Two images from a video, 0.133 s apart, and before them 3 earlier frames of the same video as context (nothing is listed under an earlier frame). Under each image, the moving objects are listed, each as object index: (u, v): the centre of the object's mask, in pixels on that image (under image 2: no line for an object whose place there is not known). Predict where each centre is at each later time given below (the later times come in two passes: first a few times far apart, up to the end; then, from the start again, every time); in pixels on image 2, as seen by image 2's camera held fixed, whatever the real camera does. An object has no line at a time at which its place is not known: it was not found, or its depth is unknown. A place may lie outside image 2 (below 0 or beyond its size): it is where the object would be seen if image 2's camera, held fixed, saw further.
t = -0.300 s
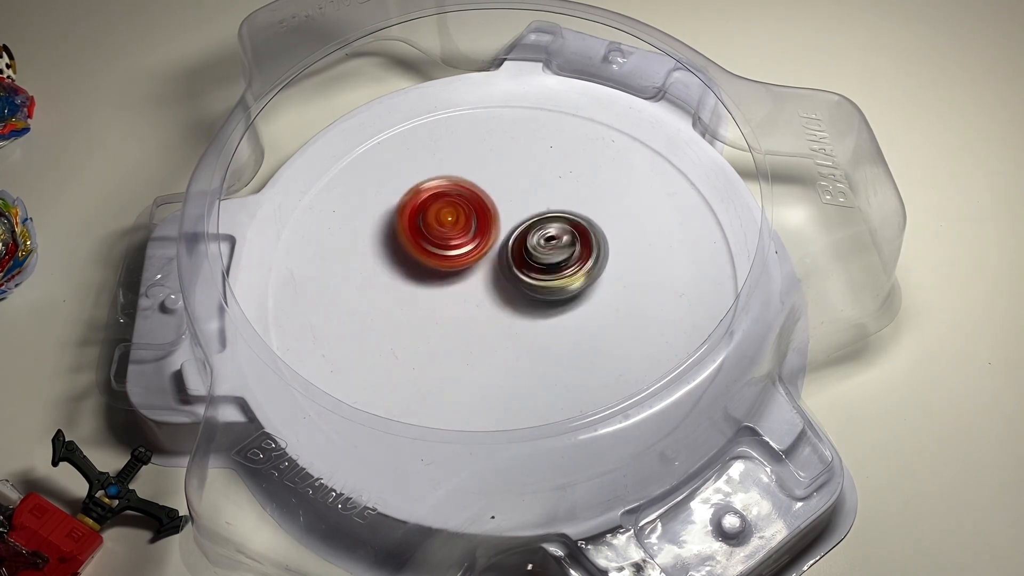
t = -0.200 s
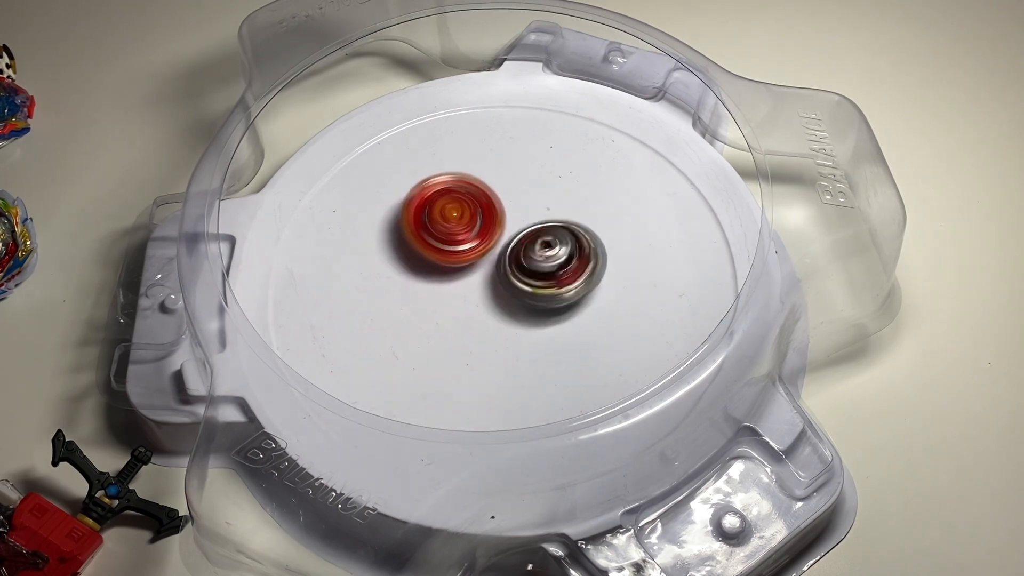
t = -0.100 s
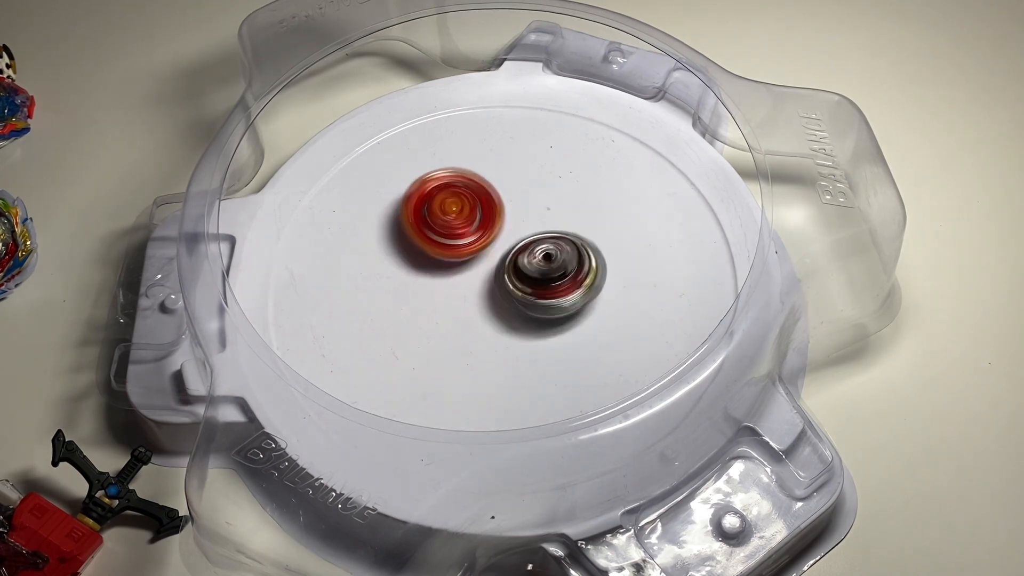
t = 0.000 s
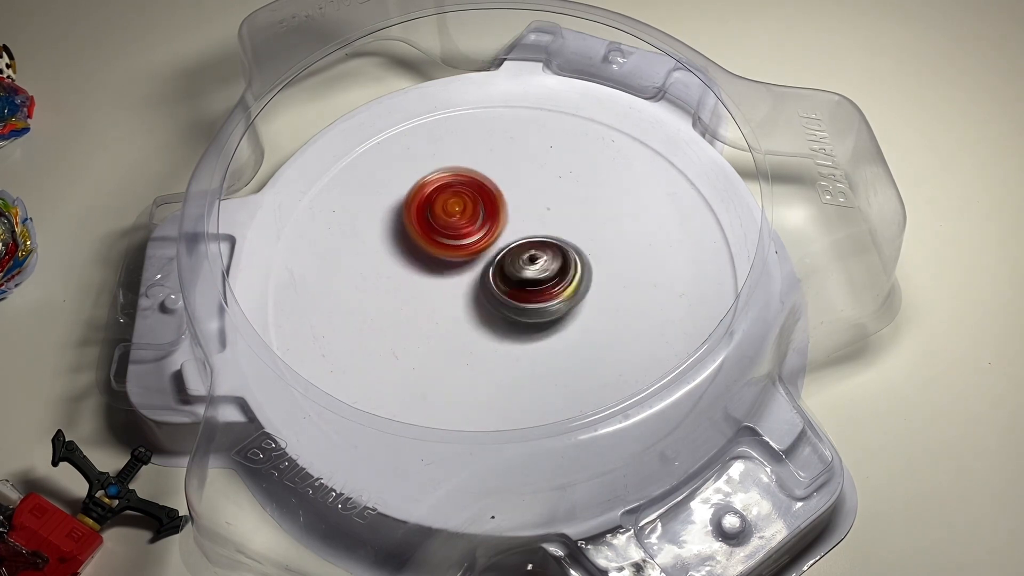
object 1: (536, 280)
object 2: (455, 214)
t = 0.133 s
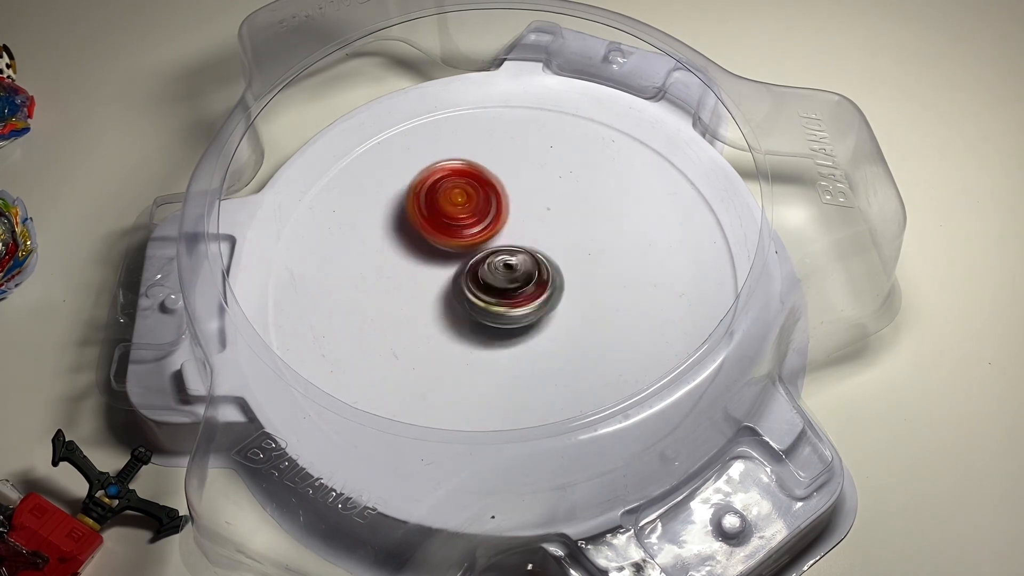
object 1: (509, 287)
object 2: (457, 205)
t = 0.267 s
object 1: (474, 288)
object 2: (458, 198)
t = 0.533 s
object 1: (434, 284)
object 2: (480, 184)
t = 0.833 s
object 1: (424, 277)
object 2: (530, 206)
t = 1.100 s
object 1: (458, 274)
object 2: (573, 247)
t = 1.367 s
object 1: (490, 276)
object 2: (607, 300)
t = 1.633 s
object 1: (506, 274)
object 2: (593, 347)
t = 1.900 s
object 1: (503, 269)
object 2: (526, 375)
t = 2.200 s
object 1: (492, 264)
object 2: (457, 358)
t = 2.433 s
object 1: (506, 247)
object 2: (427, 322)
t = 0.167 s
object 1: (498, 287)
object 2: (457, 205)
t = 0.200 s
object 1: (491, 287)
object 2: (458, 201)
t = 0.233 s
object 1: (482, 288)
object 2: (458, 199)
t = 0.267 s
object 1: (474, 288)
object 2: (458, 198)
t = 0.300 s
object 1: (467, 288)
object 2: (461, 195)
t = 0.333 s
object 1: (460, 290)
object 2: (464, 190)
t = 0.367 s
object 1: (455, 290)
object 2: (467, 186)
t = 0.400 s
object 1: (449, 289)
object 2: (469, 184)
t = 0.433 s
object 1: (444, 289)
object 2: (472, 183)
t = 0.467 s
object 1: (441, 287)
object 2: (475, 182)
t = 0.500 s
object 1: (438, 285)
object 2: (477, 183)
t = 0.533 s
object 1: (434, 284)
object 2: (480, 184)
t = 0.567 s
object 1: (432, 282)
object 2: (483, 185)
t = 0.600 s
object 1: (430, 281)
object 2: (487, 187)
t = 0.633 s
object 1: (430, 279)
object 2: (490, 190)
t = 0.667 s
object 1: (429, 277)
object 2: (495, 192)
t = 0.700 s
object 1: (431, 275)
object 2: (499, 195)
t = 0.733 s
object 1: (430, 273)
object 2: (504, 199)
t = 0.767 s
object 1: (427, 274)
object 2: (513, 202)
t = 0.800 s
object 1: (426, 275)
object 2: (523, 204)
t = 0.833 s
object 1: (424, 277)
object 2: (530, 206)
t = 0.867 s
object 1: (425, 277)
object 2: (536, 210)
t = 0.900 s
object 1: (427, 276)
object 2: (542, 215)
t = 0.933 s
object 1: (432, 275)
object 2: (548, 220)
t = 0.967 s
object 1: (438, 274)
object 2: (553, 225)
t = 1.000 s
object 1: (442, 273)
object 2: (558, 231)
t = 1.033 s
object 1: (445, 274)
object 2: (563, 236)
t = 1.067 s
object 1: (452, 274)
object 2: (568, 242)
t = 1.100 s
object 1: (458, 274)
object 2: (573, 247)
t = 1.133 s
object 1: (467, 273)
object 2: (577, 254)
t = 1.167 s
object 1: (470, 274)
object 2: (583, 260)
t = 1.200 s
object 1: (475, 276)
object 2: (587, 266)
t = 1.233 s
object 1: (478, 276)
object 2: (593, 273)
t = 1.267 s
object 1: (483, 275)
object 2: (596, 278)
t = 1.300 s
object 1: (486, 277)
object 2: (599, 285)
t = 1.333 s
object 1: (492, 277)
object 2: (601, 291)
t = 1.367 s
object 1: (490, 276)
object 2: (607, 300)
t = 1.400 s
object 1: (491, 273)
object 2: (612, 307)
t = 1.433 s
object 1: (491, 273)
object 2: (613, 313)
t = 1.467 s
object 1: (495, 273)
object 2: (612, 319)
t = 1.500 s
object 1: (498, 273)
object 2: (611, 325)
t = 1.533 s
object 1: (500, 273)
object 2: (608, 331)
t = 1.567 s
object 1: (502, 273)
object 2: (604, 337)
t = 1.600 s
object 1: (505, 273)
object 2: (599, 342)
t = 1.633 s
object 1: (506, 274)
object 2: (593, 347)
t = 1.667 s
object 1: (508, 274)
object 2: (586, 352)
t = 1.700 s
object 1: (508, 275)
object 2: (578, 355)
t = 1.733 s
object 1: (508, 276)
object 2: (570, 359)
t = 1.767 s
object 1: (508, 276)
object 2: (561, 361)
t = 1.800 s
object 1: (507, 277)
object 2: (552, 363)
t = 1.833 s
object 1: (506, 277)
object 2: (543, 364)
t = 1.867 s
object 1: (506, 276)
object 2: (534, 367)
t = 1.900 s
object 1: (503, 269)
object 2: (526, 375)
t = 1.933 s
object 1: (499, 265)
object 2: (518, 378)
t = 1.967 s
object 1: (497, 262)
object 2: (510, 378)
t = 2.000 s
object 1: (496, 260)
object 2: (501, 378)
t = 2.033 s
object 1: (495, 259)
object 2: (492, 376)
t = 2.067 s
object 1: (494, 260)
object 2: (485, 374)
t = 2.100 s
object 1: (495, 260)
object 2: (477, 371)
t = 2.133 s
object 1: (494, 262)
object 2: (470, 368)
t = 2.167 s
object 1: (493, 261)
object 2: (463, 363)
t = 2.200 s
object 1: (492, 264)
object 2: (457, 358)
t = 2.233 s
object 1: (492, 264)
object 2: (454, 352)
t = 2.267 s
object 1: (493, 262)
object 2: (447, 348)
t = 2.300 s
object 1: (495, 259)
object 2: (442, 344)
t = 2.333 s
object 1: (496, 257)
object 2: (438, 337)
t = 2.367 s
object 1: (497, 256)
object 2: (435, 331)
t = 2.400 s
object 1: (499, 253)
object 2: (432, 326)
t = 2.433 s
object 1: (506, 247)
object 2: (427, 322)
